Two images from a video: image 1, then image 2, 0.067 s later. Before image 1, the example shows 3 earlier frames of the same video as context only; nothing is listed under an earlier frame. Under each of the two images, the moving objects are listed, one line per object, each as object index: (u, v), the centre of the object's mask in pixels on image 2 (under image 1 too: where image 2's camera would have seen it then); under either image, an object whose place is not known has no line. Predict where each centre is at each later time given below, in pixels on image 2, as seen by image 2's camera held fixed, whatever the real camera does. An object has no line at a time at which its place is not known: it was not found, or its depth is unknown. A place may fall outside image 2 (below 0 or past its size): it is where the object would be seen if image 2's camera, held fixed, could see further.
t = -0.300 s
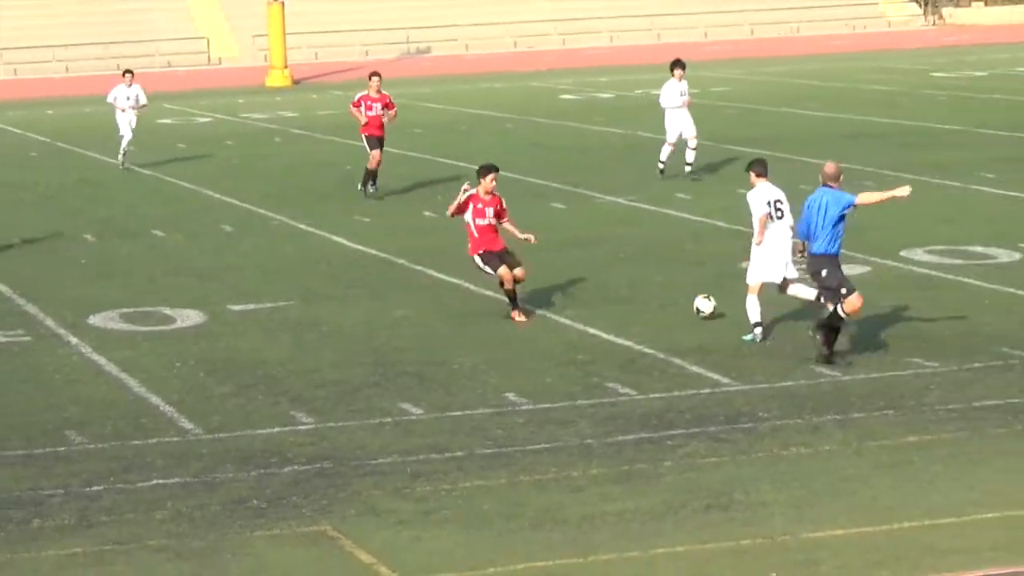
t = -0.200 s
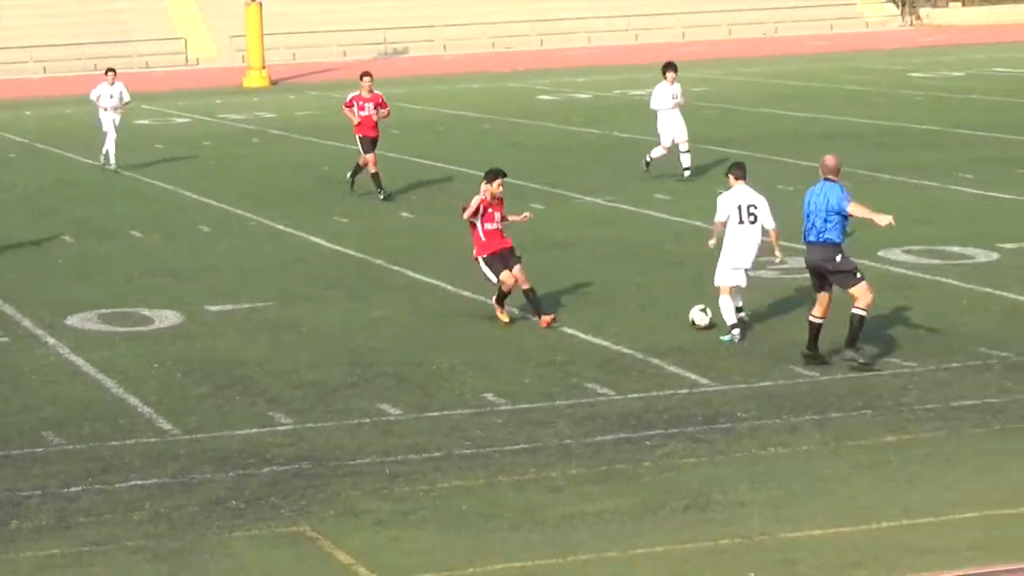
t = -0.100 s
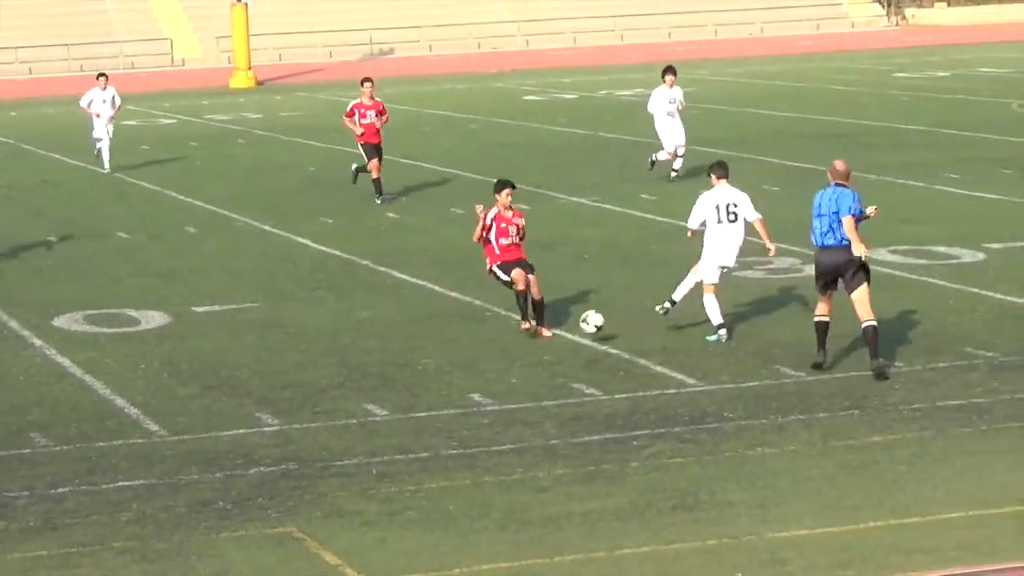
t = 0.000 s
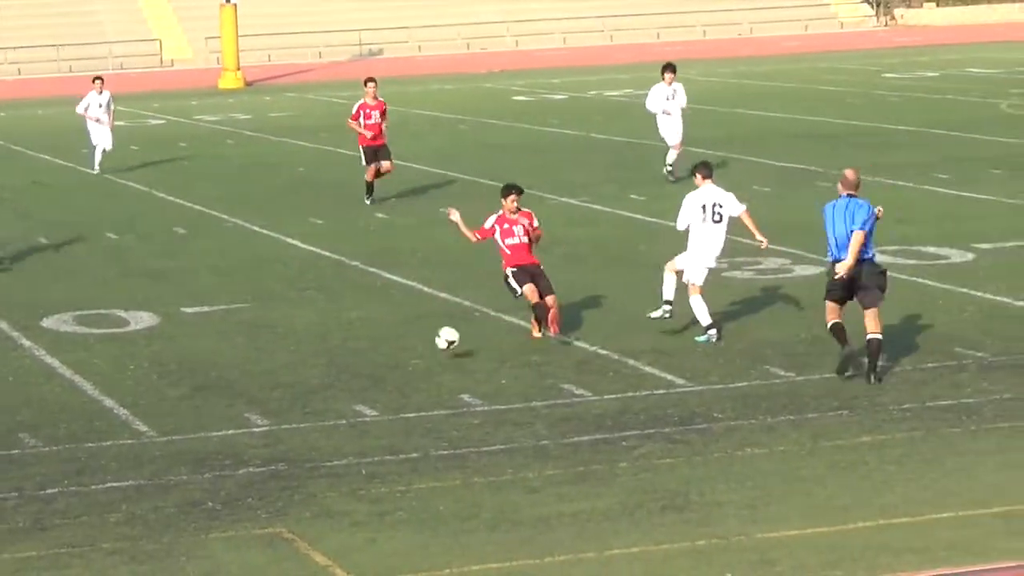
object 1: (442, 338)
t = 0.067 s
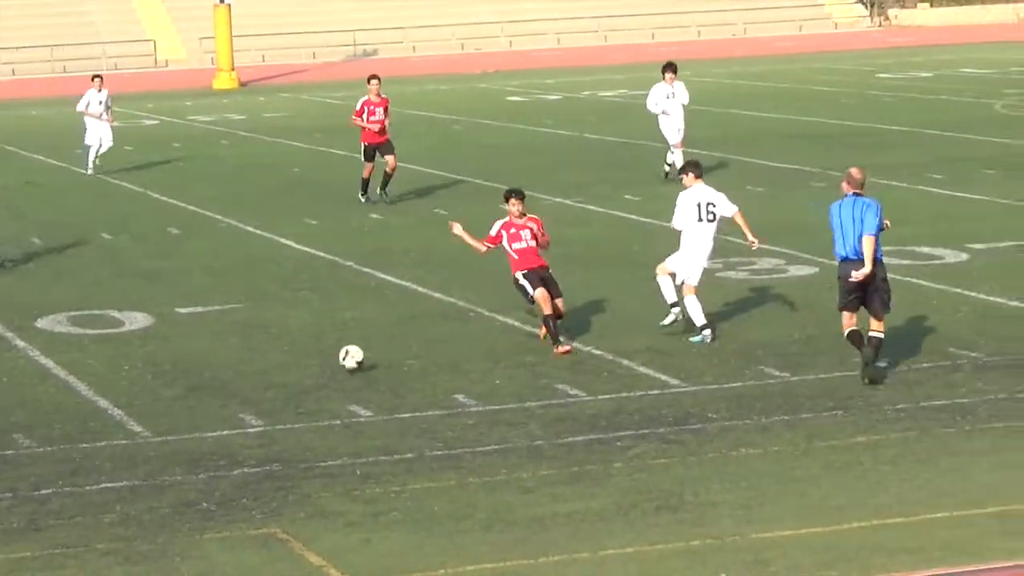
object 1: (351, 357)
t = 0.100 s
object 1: (305, 367)
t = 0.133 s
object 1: (266, 369)
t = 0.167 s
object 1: (226, 370)
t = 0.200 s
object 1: (186, 374)
